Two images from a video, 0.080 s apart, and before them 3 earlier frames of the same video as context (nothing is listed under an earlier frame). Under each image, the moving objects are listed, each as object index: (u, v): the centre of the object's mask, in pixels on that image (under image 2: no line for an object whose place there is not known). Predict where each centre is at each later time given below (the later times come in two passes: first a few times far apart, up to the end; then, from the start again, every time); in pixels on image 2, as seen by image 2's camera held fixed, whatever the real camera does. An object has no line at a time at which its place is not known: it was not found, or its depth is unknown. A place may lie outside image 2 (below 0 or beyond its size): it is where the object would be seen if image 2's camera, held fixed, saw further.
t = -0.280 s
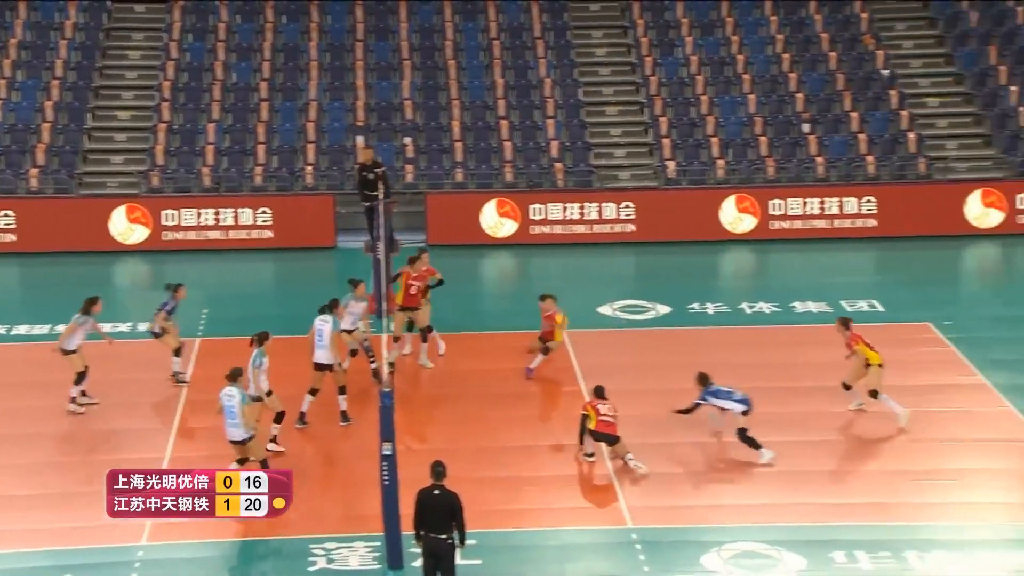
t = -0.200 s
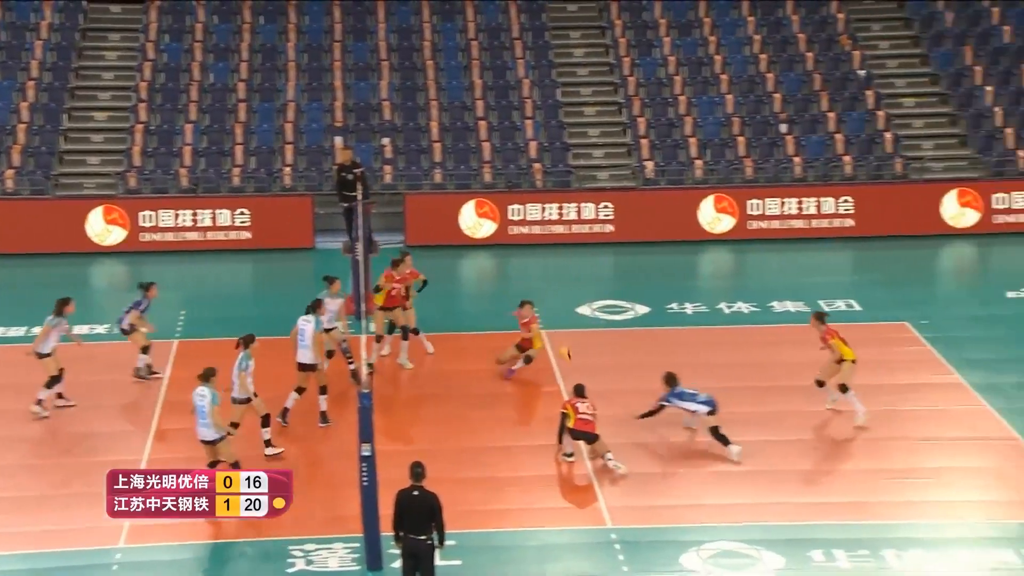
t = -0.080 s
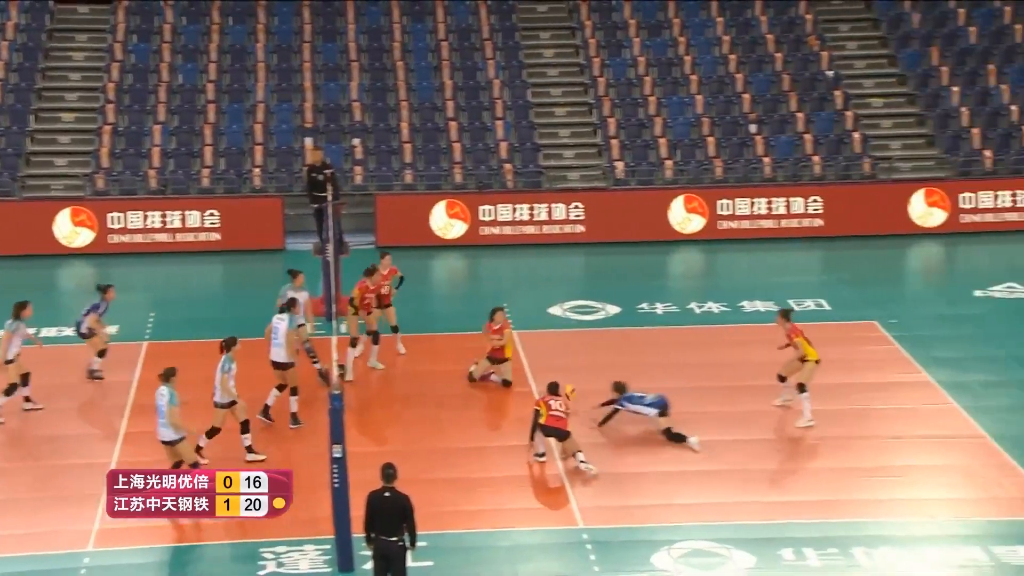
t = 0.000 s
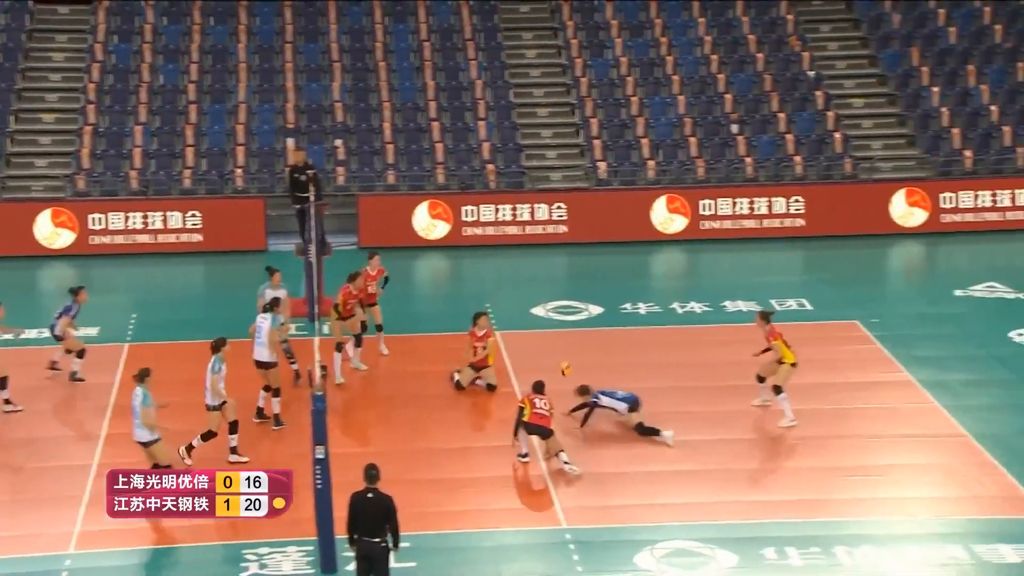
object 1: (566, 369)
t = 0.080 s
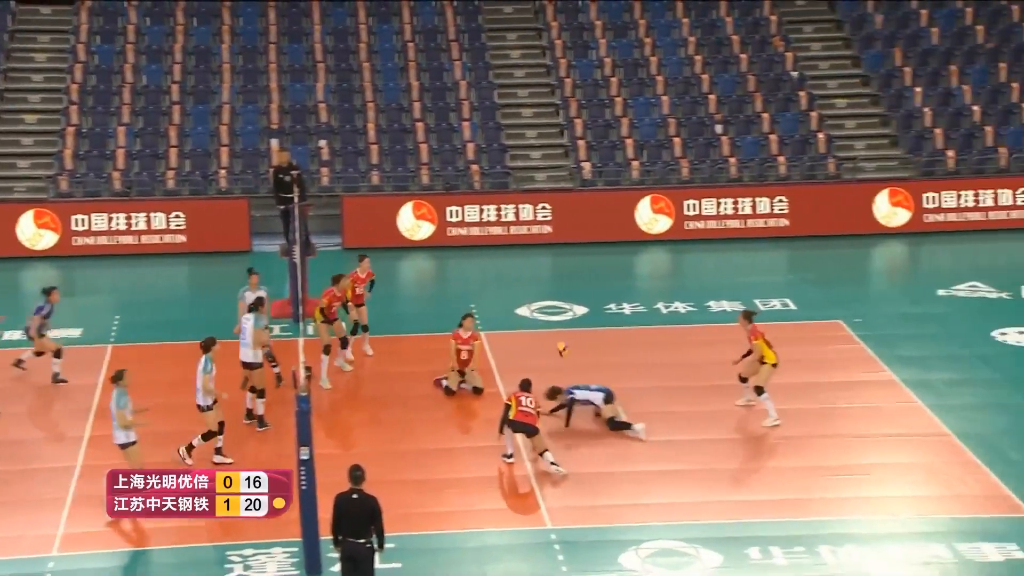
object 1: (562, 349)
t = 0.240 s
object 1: (587, 323)
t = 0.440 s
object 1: (618, 311)
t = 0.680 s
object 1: (653, 333)
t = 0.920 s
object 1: (689, 391)
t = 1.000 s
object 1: (702, 416)
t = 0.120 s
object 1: (568, 340)
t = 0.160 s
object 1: (575, 334)
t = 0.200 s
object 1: (580, 327)
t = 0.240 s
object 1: (587, 323)
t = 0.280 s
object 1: (592, 318)
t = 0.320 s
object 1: (599, 316)
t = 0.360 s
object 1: (604, 313)
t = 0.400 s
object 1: (611, 312)
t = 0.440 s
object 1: (618, 311)
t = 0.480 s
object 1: (623, 313)
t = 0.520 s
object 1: (629, 315)
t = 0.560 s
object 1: (636, 318)
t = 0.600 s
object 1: (641, 322)
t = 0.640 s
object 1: (648, 327)
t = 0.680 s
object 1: (653, 333)
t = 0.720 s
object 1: (659, 340)
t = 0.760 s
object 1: (665, 348)
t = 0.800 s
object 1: (670, 357)
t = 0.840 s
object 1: (677, 367)
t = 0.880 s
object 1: (683, 379)
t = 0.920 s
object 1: (689, 391)
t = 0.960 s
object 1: (695, 404)
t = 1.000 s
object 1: (702, 416)
